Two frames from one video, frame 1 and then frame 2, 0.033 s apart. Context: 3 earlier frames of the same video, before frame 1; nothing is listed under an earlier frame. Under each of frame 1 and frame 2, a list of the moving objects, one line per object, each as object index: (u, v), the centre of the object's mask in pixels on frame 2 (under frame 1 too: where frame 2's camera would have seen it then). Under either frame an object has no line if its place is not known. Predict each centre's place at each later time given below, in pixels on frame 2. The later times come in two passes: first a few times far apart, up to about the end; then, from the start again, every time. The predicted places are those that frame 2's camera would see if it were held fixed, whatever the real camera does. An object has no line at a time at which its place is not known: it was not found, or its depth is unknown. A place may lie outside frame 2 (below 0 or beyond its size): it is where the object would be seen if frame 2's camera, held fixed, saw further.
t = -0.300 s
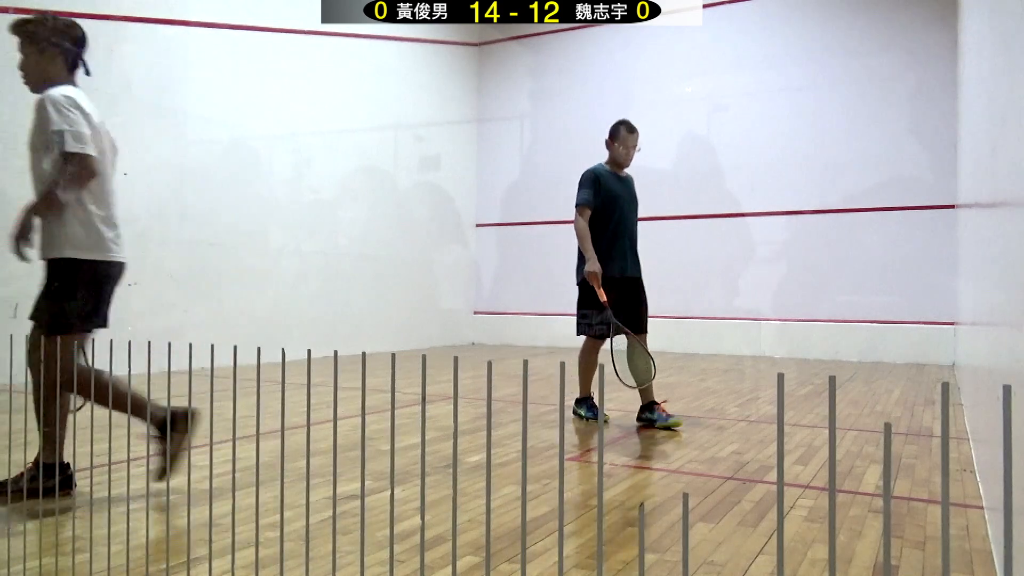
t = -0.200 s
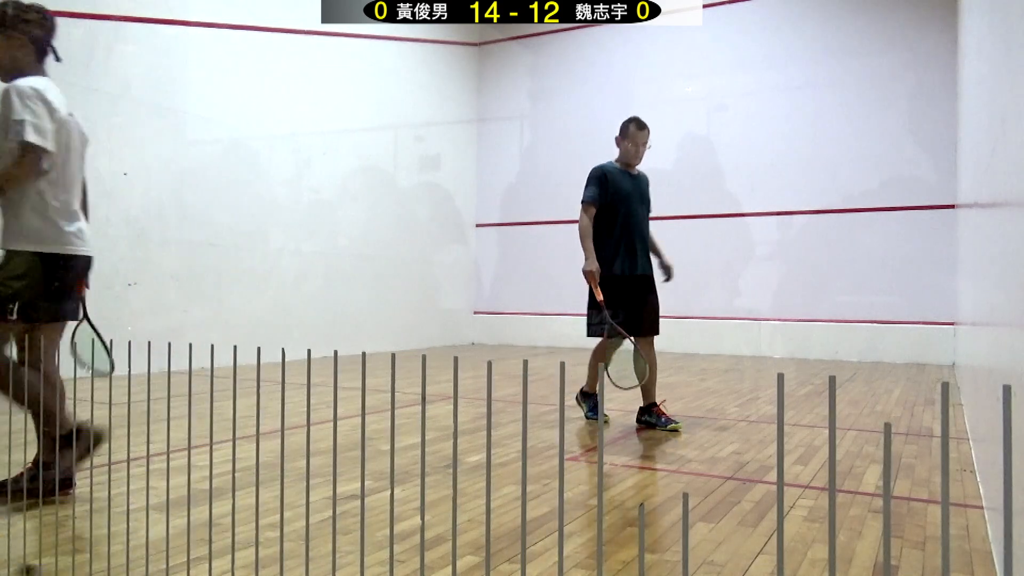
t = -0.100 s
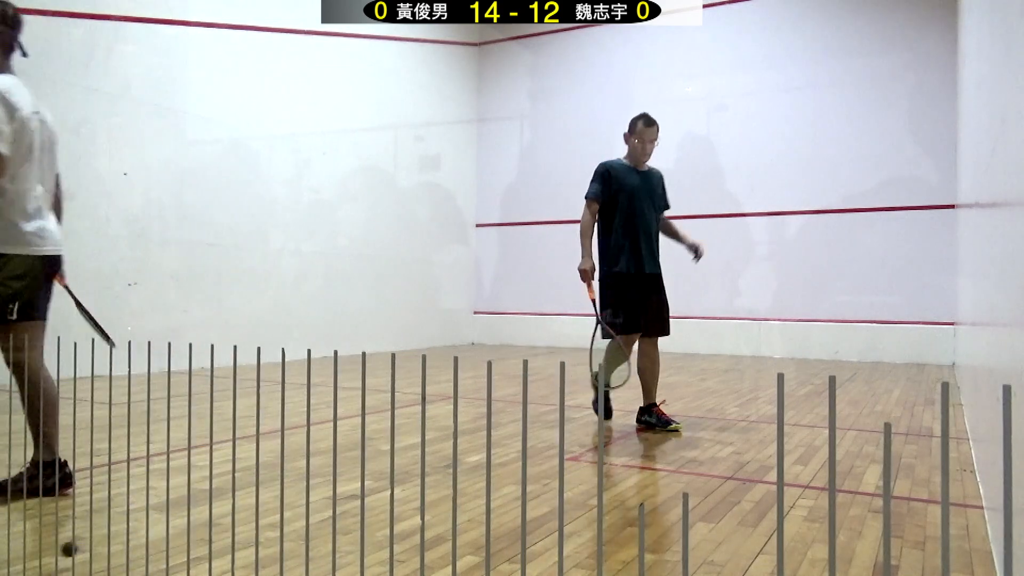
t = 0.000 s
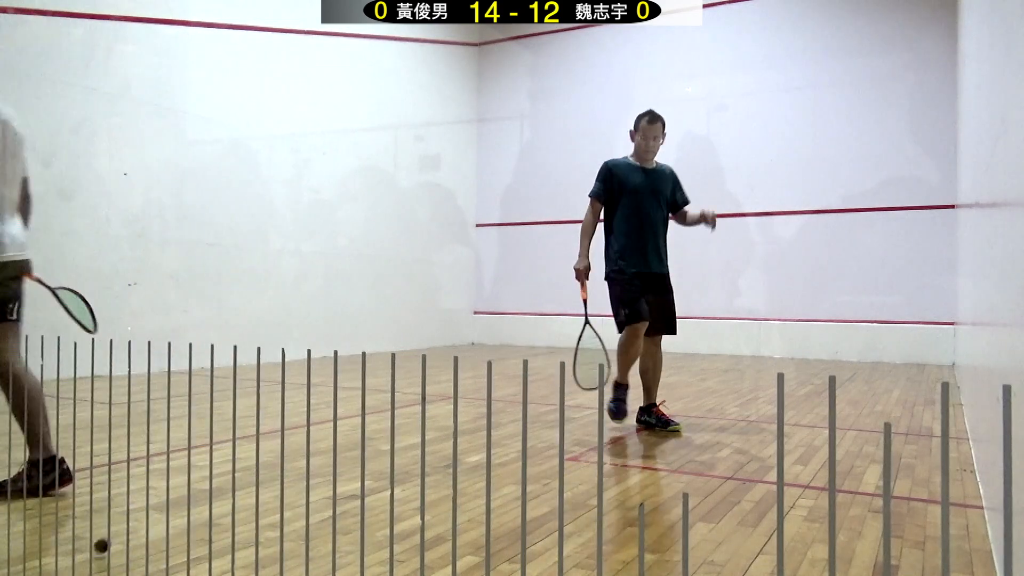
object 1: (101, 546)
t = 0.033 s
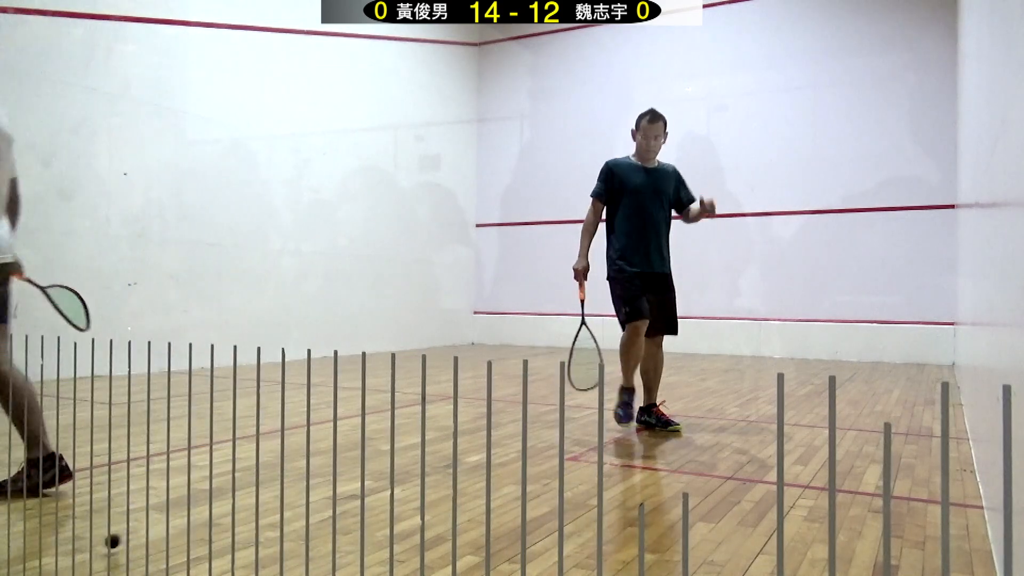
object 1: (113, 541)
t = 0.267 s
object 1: (178, 525)
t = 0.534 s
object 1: (238, 505)
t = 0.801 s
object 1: (285, 489)
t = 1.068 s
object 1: (321, 476)
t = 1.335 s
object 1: (353, 464)
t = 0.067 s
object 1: (122, 542)
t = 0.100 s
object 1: (134, 539)
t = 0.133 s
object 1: (141, 534)
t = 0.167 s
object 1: (152, 534)
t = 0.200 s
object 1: (160, 530)
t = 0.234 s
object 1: (170, 528)
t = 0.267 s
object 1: (178, 525)
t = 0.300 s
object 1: (186, 523)
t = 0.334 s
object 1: (194, 520)
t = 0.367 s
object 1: (201, 517)
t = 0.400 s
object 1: (209, 515)
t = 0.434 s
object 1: (216, 512)
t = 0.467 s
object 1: (223, 510)
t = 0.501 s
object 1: (230, 508)
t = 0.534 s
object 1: (238, 505)
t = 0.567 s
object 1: (243, 503)
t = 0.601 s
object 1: (250, 501)
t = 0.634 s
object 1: (256, 499)
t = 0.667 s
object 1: (262, 496)
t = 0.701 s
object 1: (268, 495)
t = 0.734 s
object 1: (273, 493)
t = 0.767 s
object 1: (278, 491)
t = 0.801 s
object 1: (285, 489)
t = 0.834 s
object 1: (289, 487)
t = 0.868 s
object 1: (294, 485)
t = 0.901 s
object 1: (299, 484)
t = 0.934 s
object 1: (303, 482)
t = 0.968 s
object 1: (309, 481)
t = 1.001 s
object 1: (313, 479)
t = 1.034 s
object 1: (317, 477)
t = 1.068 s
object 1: (321, 476)
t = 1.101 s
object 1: (326, 474)
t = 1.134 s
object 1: (329, 473)
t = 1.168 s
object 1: (334, 471)
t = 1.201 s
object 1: (339, 470)
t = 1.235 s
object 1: (342, 468)
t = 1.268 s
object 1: (346, 467)
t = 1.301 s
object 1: (349, 465)
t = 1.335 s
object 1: (353, 464)
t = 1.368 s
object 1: (356, 463)
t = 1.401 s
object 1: (358, 462)
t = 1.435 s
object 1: (364, 460)
